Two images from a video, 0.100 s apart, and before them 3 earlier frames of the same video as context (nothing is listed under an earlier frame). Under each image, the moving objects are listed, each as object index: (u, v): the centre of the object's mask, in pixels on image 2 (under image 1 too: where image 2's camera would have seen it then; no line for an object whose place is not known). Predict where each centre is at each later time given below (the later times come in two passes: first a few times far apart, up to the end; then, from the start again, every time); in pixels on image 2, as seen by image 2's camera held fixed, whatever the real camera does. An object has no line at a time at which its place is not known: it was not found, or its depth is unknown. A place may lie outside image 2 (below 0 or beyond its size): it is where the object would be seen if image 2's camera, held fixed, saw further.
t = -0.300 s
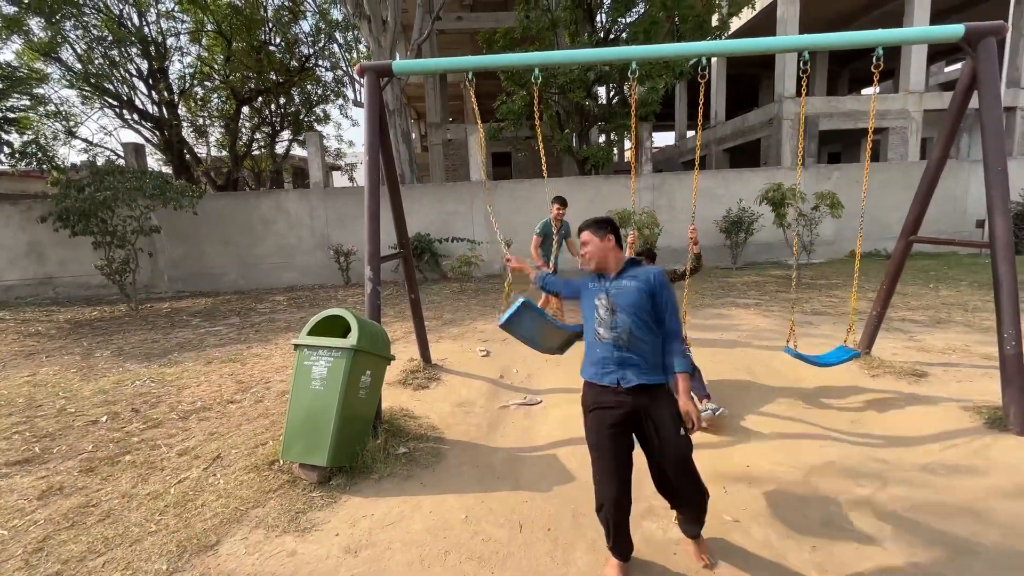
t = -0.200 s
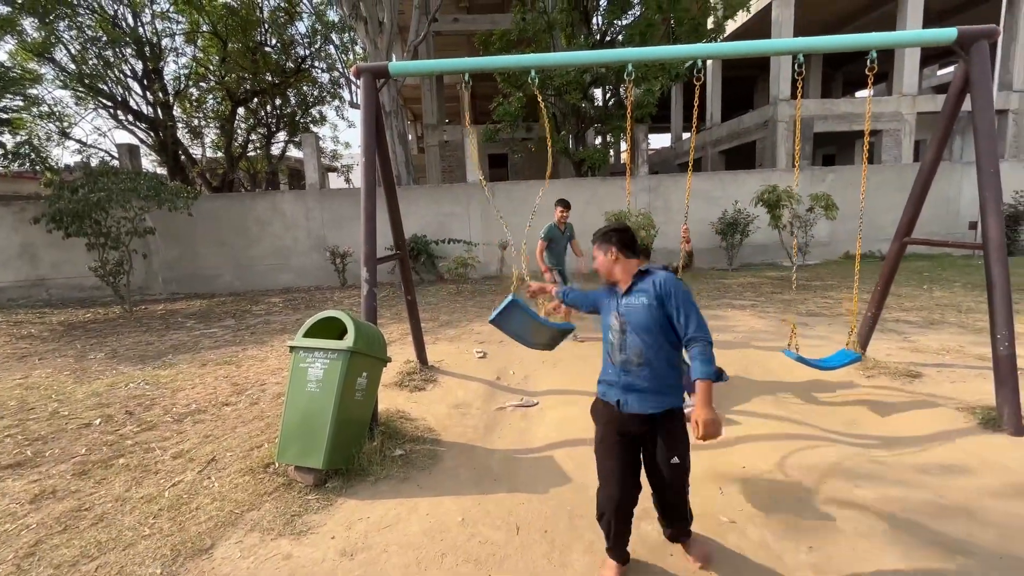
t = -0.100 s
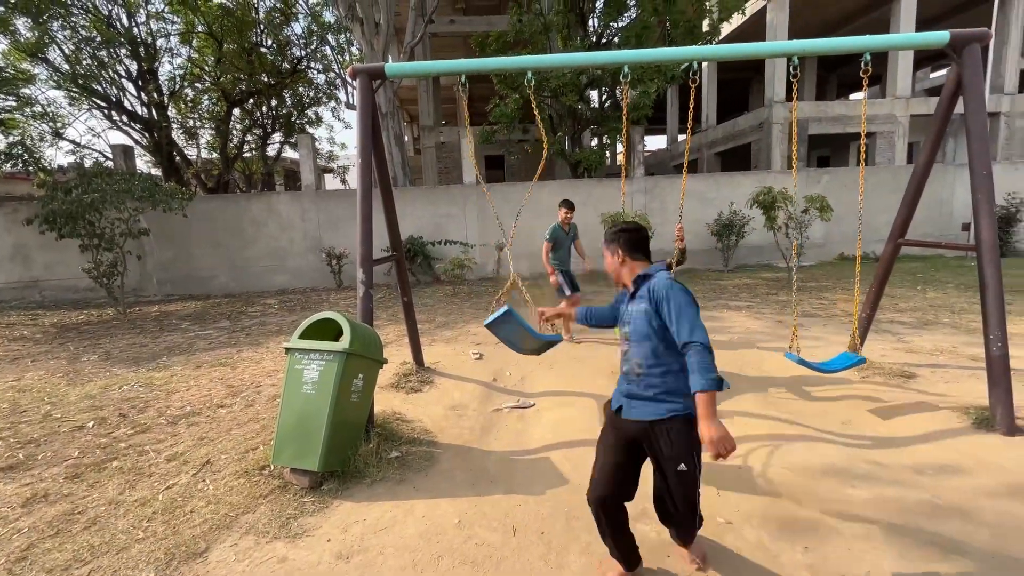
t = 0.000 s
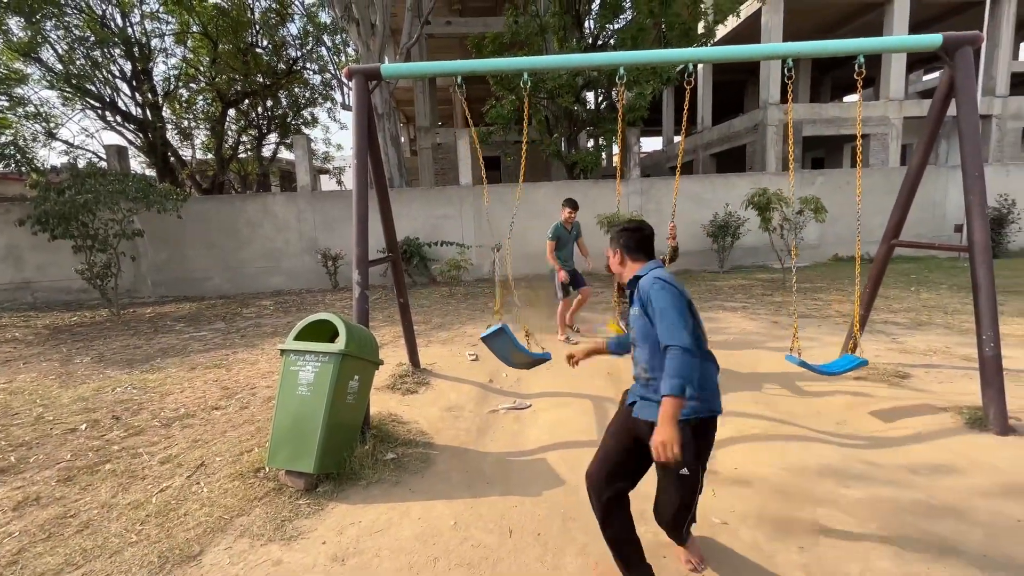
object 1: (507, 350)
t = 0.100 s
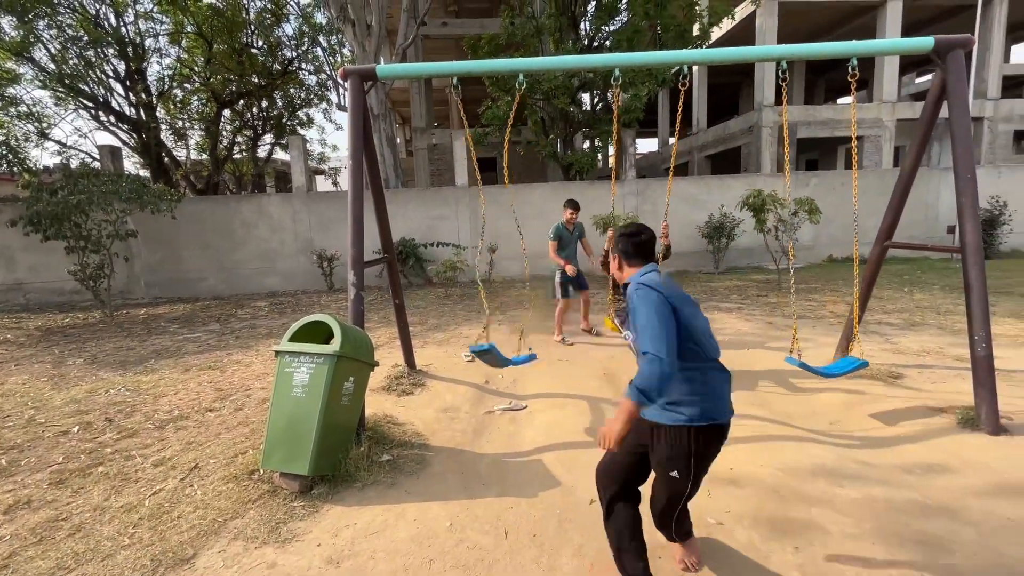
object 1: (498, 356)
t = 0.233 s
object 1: (498, 355)
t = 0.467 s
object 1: (493, 309)
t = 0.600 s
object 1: (489, 296)
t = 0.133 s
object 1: (501, 358)
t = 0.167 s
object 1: (502, 358)
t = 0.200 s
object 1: (500, 357)
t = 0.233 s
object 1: (498, 355)
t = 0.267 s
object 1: (497, 351)
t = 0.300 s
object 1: (497, 343)
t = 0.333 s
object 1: (496, 335)
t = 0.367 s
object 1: (496, 327)
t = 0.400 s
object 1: (494, 320)
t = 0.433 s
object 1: (494, 314)
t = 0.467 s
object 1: (493, 309)
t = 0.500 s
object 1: (490, 304)
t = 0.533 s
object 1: (490, 300)
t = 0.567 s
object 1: (489, 298)
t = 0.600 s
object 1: (489, 296)
